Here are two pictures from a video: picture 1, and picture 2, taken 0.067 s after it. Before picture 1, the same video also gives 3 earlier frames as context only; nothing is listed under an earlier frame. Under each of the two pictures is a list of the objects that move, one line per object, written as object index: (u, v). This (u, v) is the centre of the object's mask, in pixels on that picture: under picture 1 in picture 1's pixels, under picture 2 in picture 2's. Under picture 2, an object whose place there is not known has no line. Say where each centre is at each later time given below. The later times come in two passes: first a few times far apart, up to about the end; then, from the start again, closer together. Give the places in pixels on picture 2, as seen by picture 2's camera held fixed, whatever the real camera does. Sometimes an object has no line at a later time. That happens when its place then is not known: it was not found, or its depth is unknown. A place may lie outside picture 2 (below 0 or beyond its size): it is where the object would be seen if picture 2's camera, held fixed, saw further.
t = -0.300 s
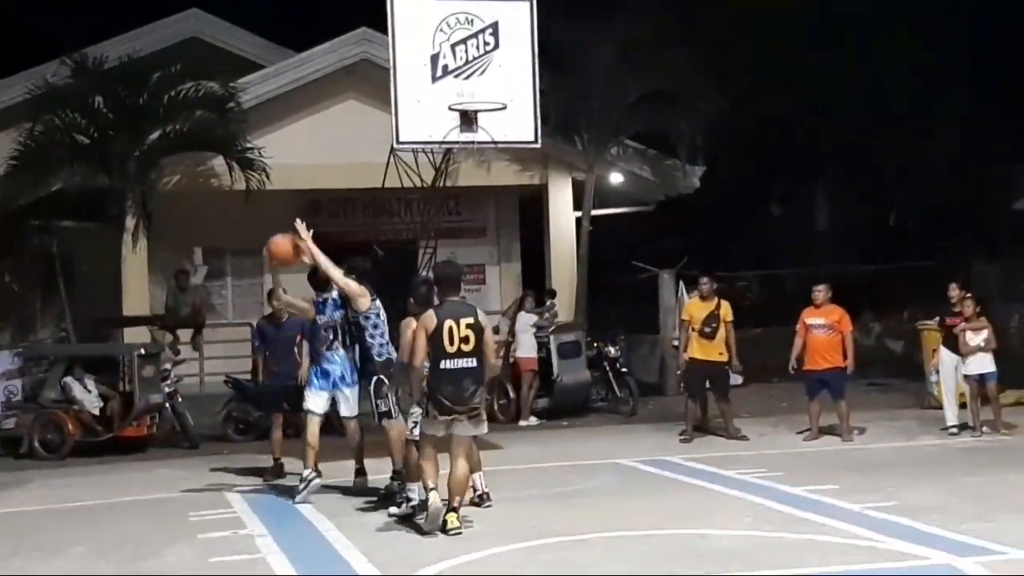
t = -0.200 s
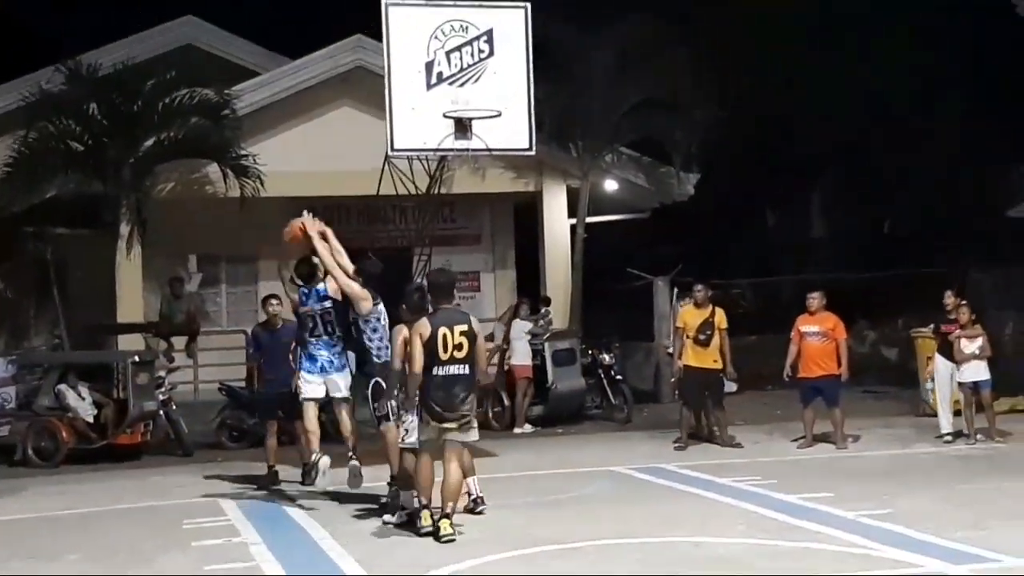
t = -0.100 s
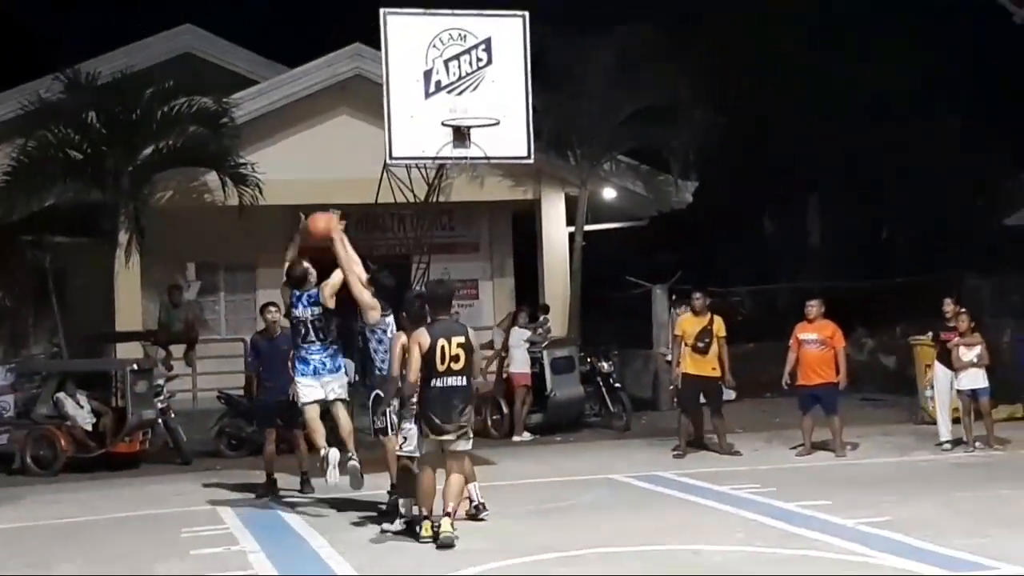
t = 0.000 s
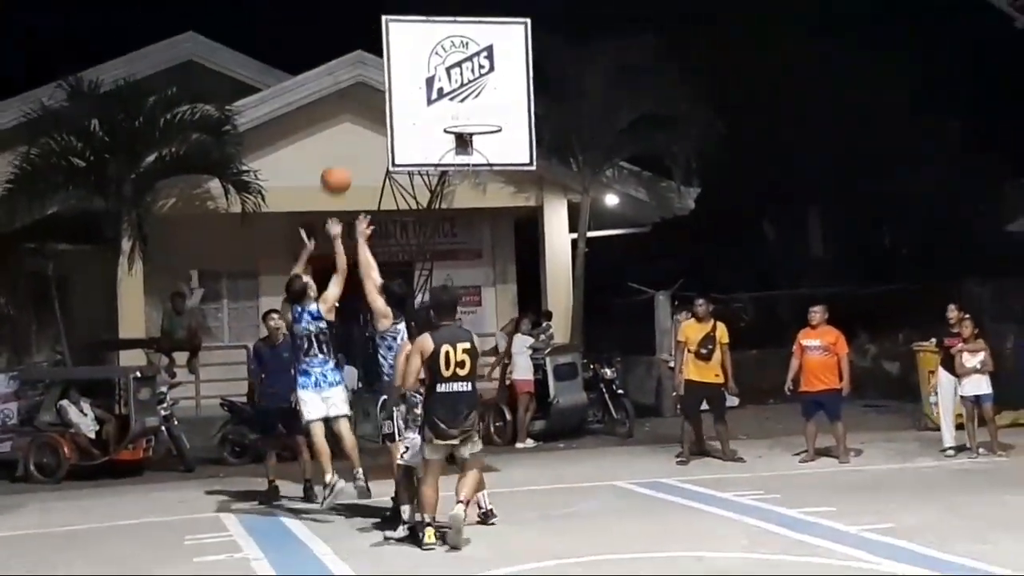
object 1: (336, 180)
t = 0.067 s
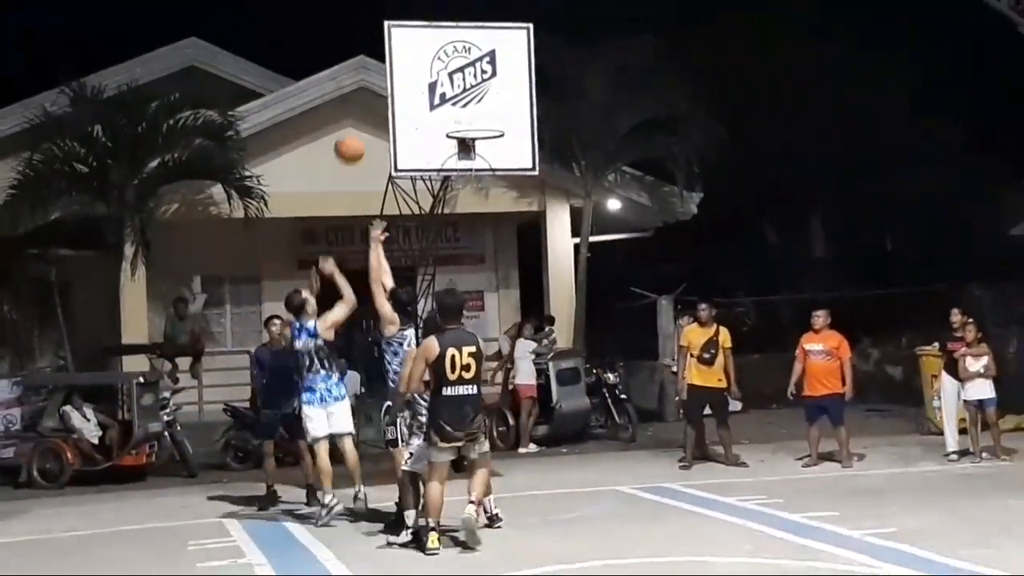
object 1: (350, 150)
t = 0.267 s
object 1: (382, 77)
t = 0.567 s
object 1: (385, 83)
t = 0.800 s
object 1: (388, 173)
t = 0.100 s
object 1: (355, 131)
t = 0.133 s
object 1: (362, 117)
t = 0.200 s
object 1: (372, 93)
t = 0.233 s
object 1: (378, 83)
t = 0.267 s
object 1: (382, 77)
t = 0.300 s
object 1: (384, 72)
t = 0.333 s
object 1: (383, 68)
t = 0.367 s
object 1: (383, 66)
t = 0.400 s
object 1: (384, 65)
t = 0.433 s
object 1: (384, 66)
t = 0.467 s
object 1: (385, 69)
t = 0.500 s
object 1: (385, 73)
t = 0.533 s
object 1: (385, 78)
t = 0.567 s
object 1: (385, 83)
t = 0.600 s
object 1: (386, 91)
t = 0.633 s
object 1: (386, 101)
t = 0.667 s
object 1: (386, 111)
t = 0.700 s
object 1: (385, 125)
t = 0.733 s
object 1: (386, 139)
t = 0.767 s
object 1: (387, 156)
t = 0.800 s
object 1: (388, 173)
